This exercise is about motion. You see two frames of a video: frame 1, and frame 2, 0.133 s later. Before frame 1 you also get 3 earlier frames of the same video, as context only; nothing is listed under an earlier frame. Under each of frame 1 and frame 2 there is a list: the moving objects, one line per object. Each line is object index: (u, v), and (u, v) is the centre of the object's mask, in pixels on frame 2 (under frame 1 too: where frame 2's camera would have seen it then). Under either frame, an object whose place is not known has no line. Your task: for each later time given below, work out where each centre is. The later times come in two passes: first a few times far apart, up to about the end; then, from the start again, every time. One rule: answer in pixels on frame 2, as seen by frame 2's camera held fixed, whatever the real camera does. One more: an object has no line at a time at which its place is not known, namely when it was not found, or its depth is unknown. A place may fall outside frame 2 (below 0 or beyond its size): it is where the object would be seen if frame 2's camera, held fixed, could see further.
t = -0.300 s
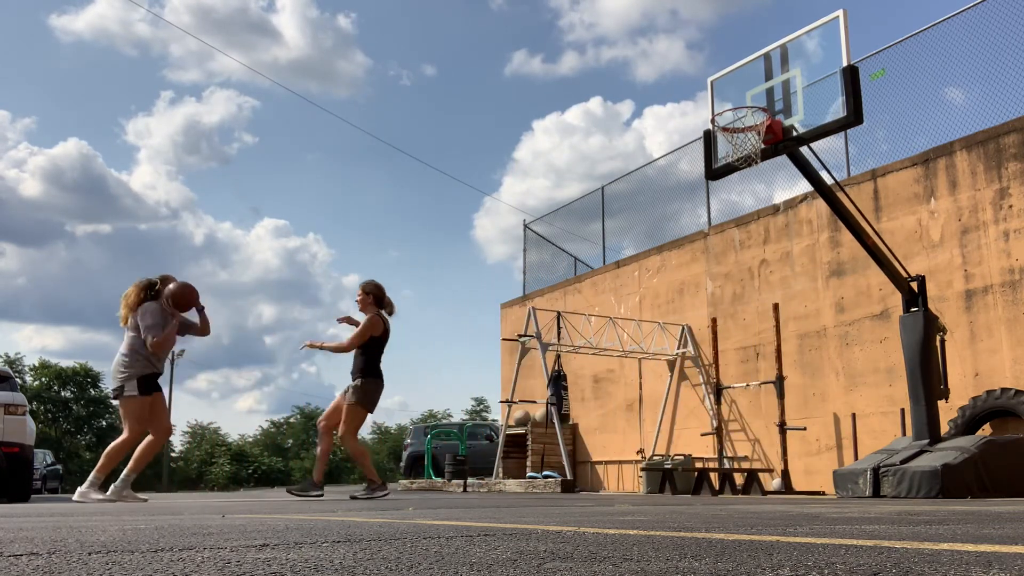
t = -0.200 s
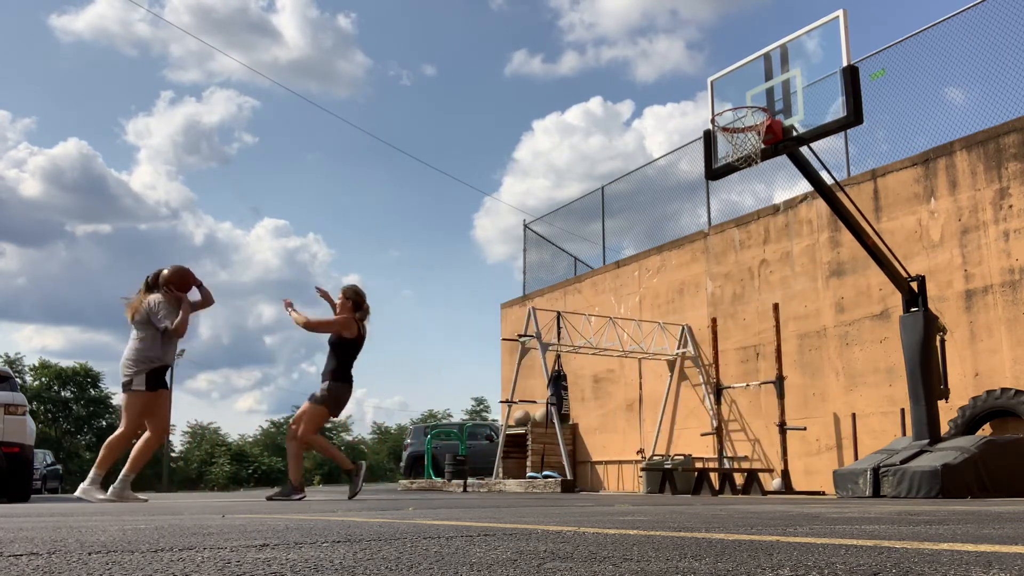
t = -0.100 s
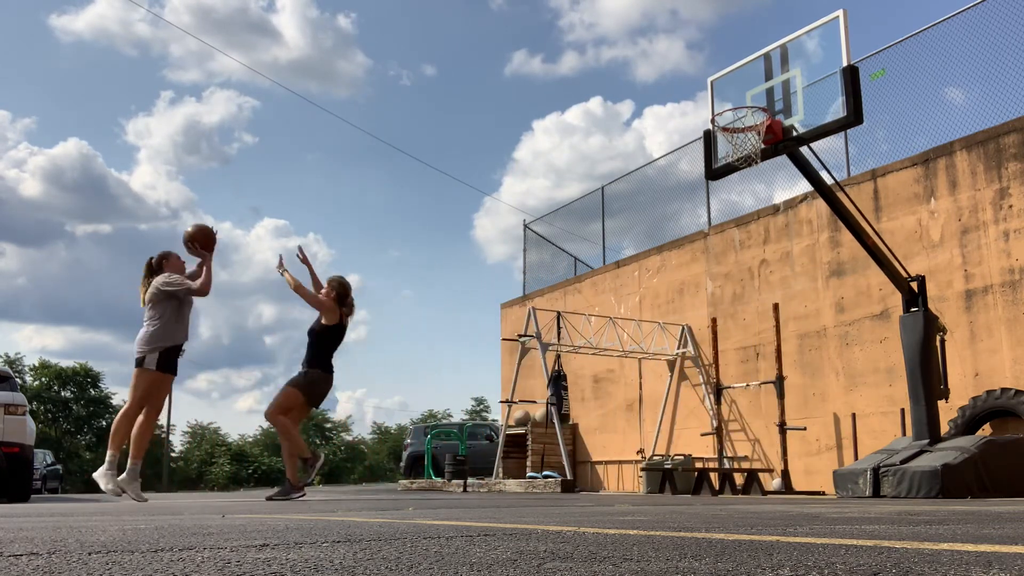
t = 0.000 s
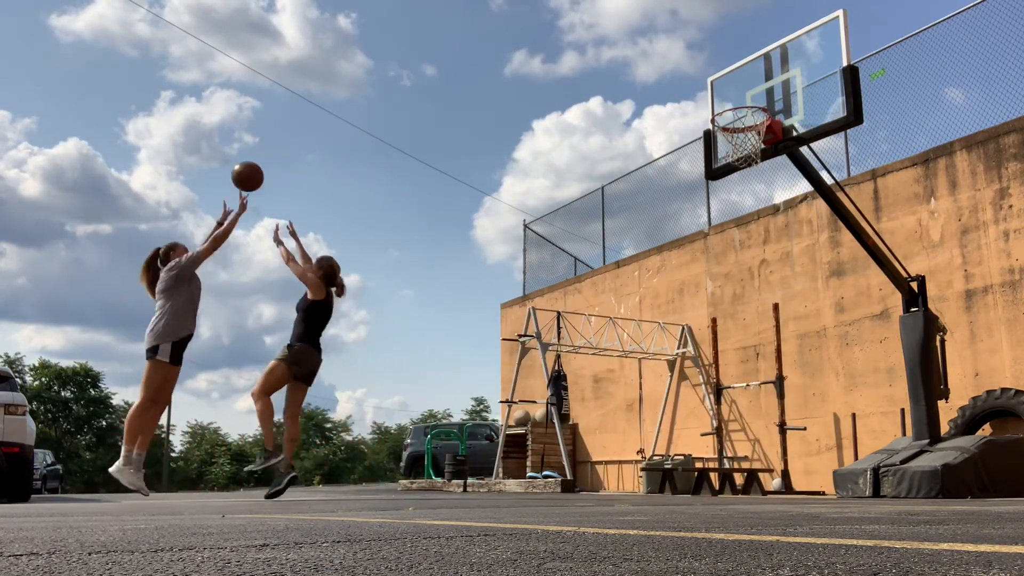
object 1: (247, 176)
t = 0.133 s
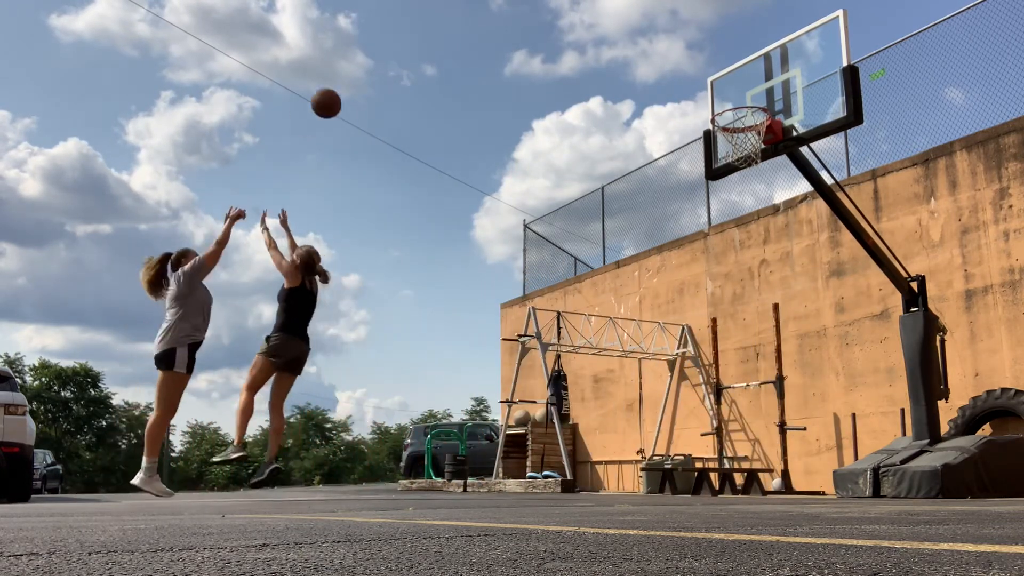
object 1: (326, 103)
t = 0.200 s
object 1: (363, 76)
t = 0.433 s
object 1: (486, 24)
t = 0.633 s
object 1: (584, 28)
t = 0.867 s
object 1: (696, 86)
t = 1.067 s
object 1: (747, 111)
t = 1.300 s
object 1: (694, 109)
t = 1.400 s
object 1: (676, 125)
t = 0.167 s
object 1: (345, 89)
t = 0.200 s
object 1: (363, 76)
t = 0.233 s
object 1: (382, 64)
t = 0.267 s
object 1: (399, 54)
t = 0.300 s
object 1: (417, 45)
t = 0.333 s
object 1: (435, 38)
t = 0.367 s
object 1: (452, 32)
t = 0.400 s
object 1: (469, 27)
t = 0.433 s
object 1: (486, 24)
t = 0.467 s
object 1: (502, 21)
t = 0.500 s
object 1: (519, 20)
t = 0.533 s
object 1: (535, 20)
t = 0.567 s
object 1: (552, 21)
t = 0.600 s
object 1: (568, 24)
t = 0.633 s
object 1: (584, 28)
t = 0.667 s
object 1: (600, 33)
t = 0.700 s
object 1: (616, 38)
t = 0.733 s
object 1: (632, 46)
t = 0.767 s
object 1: (648, 54)
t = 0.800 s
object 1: (664, 64)
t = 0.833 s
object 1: (680, 74)
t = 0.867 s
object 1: (696, 86)
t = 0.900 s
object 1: (711, 99)
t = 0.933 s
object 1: (728, 114)
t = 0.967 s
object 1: (740, 117)
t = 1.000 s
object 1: (751, 118)
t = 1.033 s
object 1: (754, 115)
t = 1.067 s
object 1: (747, 111)
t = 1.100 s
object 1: (737, 107)
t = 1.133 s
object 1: (728, 105)
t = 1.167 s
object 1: (720, 103)
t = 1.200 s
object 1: (713, 103)
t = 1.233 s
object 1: (707, 104)
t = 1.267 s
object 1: (701, 106)
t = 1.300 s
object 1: (694, 109)
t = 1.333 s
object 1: (688, 113)
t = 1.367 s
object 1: (682, 118)
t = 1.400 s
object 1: (676, 125)
